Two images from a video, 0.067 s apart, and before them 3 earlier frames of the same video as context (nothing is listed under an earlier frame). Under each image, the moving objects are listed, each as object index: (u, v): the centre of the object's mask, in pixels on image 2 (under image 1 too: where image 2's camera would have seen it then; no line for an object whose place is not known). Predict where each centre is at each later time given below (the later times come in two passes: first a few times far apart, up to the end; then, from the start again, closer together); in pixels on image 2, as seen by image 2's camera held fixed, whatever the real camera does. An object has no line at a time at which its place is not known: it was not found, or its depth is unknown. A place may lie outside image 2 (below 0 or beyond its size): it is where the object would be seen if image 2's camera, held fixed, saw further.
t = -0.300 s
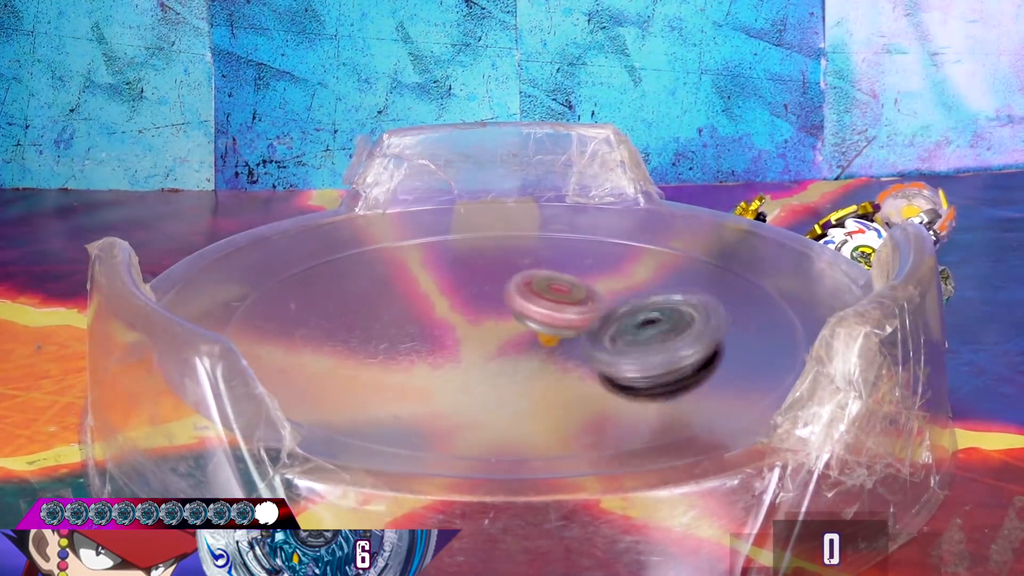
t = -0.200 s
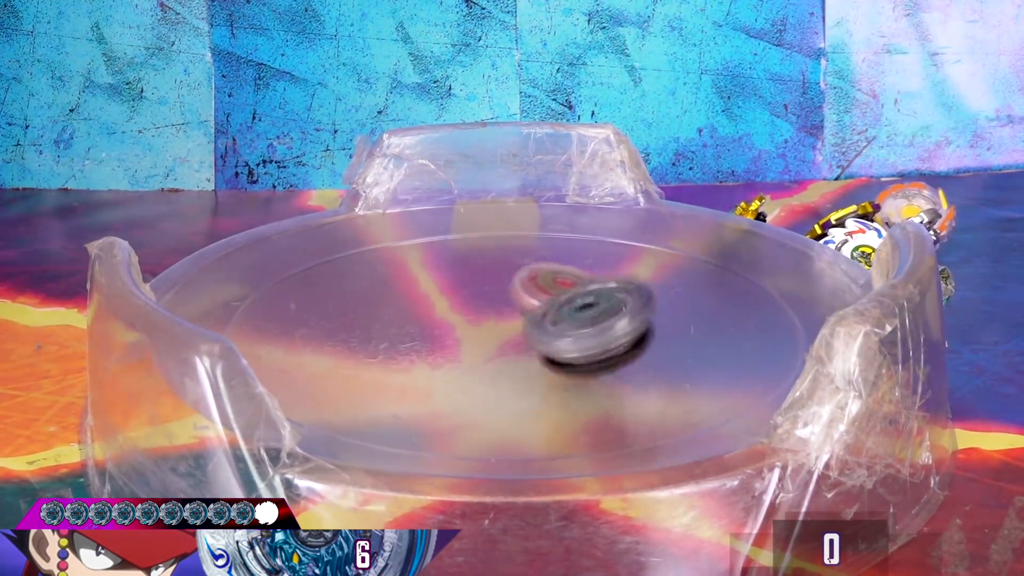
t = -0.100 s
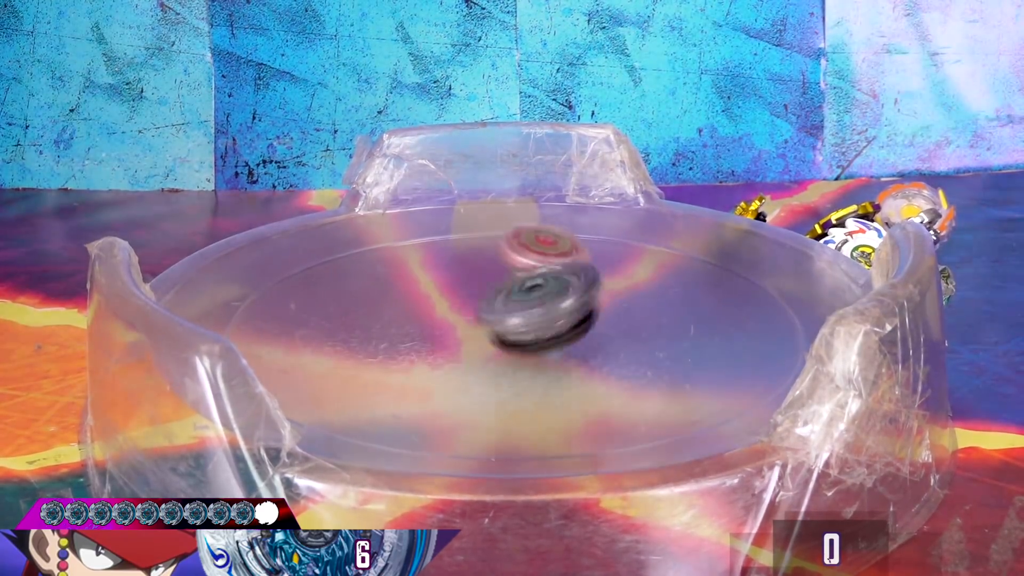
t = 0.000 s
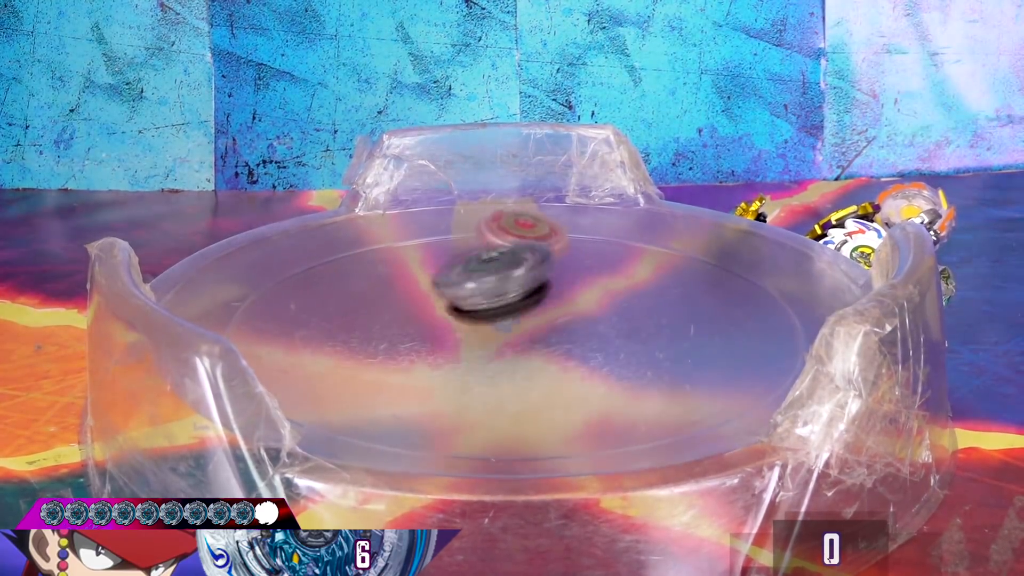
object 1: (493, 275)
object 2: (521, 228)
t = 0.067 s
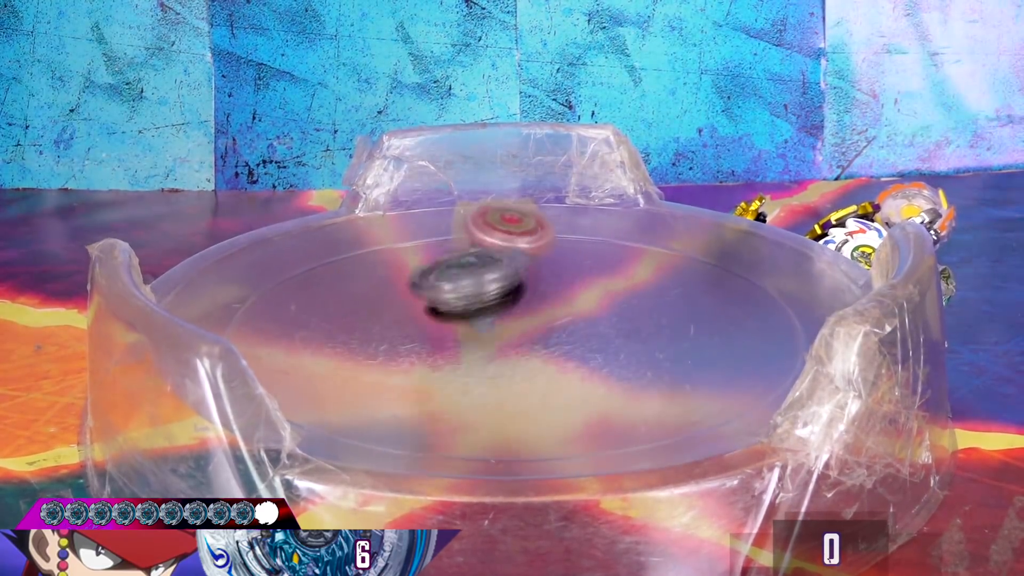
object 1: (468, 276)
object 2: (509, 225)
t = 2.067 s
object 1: (411, 299)
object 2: (565, 317)
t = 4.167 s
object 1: (565, 263)
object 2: (435, 289)
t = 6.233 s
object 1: (653, 293)
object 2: (373, 308)
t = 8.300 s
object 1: (527, 276)
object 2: (493, 339)
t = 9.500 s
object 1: (547, 268)
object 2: (428, 364)
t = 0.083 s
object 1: (466, 265)
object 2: (507, 222)
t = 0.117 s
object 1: (455, 263)
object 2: (499, 220)
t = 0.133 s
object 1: (455, 267)
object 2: (498, 221)
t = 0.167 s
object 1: (445, 266)
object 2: (495, 222)
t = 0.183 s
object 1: (444, 262)
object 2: (494, 220)
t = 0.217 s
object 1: (436, 276)
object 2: (484, 226)
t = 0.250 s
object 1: (436, 281)
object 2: (481, 228)
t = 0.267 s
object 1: (432, 285)
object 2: (478, 230)
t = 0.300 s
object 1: (436, 283)
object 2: (477, 232)
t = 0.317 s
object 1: (432, 294)
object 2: (475, 234)
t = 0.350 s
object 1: (437, 294)
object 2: (473, 237)
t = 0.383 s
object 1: (440, 306)
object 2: (473, 240)
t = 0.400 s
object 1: (446, 304)
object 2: (472, 243)
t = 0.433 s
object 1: (455, 307)
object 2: (473, 246)
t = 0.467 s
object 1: (468, 326)
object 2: (474, 251)
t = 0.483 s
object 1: (470, 325)
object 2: (475, 253)
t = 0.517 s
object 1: (487, 329)
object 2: (476, 256)
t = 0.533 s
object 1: (491, 336)
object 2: (476, 258)
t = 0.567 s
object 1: (511, 336)
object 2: (479, 263)
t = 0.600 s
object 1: (522, 339)
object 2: (481, 267)
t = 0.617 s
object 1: (534, 339)
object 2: (483, 269)
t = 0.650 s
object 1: (550, 344)
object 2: (487, 272)
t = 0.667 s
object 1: (560, 339)
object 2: (488, 274)
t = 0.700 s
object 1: (579, 340)
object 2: (493, 277)
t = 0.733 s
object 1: (589, 332)
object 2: (499, 280)
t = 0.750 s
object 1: (593, 330)
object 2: (503, 282)
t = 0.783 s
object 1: (590, 321)
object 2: (508, 284)
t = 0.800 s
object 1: (591, 319)
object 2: (510, 285)
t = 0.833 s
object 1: (580, 310)
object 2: (513, 283)
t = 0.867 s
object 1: (578, 295)
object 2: (510, 258)
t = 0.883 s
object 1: (578, 297)
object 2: (507, 246)
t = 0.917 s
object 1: (571, 312)
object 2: (496, 226)
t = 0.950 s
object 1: (574, 315)
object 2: (491, 210)
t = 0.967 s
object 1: (570, 318)
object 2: (488, 202)
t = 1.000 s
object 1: (564, 319)
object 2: (483, 191)
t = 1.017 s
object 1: (559, 321)
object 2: (480, 191)
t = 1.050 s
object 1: (543, 320)
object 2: (478, 192)
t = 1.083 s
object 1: (533, 324)
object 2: (478, 195)
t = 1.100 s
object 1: (525, 325)
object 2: (479, 198)
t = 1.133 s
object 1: (511, 322)
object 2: (479, 207)
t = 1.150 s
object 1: (506, 327)
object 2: (480, 211)
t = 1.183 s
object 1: (491, 327)
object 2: (480, 217)
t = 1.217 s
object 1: (485, 327)
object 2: (480, 225)
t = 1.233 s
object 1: (480, 330)
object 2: (481, 229)
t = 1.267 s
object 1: (473, 326)
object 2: (481, 239)
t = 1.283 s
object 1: (472, 328)
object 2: (480, 244)
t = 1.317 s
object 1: (472, 333)
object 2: (480, 255)
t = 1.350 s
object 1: (473, 330)
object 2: (482, 264)
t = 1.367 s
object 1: (477, 331)
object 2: (482, 269)
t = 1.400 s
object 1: (482, 335)
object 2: (485, 276)
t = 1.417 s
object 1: (485, 333)
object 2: (487, 280)
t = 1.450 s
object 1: (501, 333)
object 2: (492, 285)
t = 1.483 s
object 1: (512, 333)
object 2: (497, 288)
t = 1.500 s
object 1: (516, 330)
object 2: (500, 290)
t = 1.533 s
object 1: (525, 327)
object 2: (509, 290)
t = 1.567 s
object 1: (525, 329)
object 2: (520, 282)
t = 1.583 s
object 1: (525, 329)
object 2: (527, 283)
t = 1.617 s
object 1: (531, 331)
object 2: (536, 279)
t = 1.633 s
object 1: (530, 331)
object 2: (540, 276)
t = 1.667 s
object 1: (527, 326)
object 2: (547, 273)
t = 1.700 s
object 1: (528, 326)
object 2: (552, 272)
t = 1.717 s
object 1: (525, 326)
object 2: (554, 273)
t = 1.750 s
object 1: (514, 322)
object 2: (558, 275)
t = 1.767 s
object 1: (508, 317)
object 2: (560, 276)
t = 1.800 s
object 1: (498, 316)
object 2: (564, 281)
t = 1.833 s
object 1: (481, 313)
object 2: (565, 287)
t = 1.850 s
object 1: (469, 311)
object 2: (565, 291)
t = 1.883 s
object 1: (452, 304)
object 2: (561, 297)
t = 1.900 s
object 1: (446, 307)
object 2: (561, 298)
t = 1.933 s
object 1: (430, 304)
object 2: (562, 303)
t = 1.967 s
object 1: (419, 301)
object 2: (562, 306)
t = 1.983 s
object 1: (418, 297)
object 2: (563, 309)
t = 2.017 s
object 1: (414, 302)
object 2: (563, 313)
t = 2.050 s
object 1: (410, 302)
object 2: (564, 315)
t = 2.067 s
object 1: (411, 299)
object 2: (565, 317)
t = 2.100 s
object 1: (417, 304)
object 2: (566, 319)
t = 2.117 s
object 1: (421, 306)
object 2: (566, 320)
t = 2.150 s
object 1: (426, 309)
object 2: (569, 323)
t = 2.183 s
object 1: (435, 310)
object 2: (570, 326)
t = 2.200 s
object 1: (443, 313)
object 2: (570, 327)
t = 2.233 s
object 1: (453, 315)
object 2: (571, 329)
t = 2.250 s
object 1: (453, 316)
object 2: (579, 328)
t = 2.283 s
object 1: (449, 315)
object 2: (591, 328)
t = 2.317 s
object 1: (448, 312)
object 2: (595, 329)
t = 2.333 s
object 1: (449, 313)
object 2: (596, 329)
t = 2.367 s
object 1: (446, 310)
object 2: (598, 330)
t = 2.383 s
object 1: (443, 308)
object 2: (598, 330)
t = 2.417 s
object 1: (437, 304)
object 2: (597, 330)
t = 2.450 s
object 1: (434, 302)
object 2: (596, 331)
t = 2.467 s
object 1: (433, 301)
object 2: (595, 331)
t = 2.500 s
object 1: (428, 300)
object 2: (590, 332)
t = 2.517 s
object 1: (423, 301)
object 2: (587, 333)
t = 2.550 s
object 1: (416, 298)
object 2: (582, 334)
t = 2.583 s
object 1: (414, 296)
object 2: (575, 334)
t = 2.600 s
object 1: (413, 297)
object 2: (571, 335)
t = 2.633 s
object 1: (414, 298)
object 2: (565, 335)
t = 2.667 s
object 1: (415, 300)
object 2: (557, 336)
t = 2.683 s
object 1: (416, 301)
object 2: (554, 336)
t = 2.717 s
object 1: (423, 300)
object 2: (547, 337)
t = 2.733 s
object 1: (428, 300)
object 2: (543, 337)
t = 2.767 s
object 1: (442, 298)
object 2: (536, 338)
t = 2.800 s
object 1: (449, 292)
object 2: (541, 341)
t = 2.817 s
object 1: (451, 289)
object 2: (543, 344)
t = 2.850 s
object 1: (456, 278)
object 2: (543, 346)
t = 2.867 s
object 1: (457, 274)
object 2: (542, 347)
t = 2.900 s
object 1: (461, 264)
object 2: (541, 348)
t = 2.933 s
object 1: (465, 257)
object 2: (537, 348)
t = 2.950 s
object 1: (466, 257)
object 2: (536, 348)
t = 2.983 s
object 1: (468, 253)
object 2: (533, 347)
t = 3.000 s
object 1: (468, 252)
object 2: (532, 346)
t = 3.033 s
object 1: (467, 250)
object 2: (529, 345)
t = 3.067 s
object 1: (464, 250)
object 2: (526, 344)
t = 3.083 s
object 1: (461, 249)
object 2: (523, 343)
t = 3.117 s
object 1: (459, 250)
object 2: (518, 342)
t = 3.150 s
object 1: (458, 255)
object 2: (513, 341)
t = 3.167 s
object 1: (457, 259)
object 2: (510, 340)
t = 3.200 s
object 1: (457, 264)
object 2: (501, 338)
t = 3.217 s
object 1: (457, 268)
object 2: (496, 337)
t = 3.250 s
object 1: (457, 273)
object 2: (490, 335)
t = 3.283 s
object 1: (456, 273)
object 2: (486, 332)
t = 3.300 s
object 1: (458, 273)
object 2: (484, 333)
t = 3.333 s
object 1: (459, 269)
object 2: (479, 329)
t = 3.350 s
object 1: (461, 270)
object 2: (477, 334)
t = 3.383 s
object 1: (464, 268)
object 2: (475, 336)
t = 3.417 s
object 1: (468, 266)
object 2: (472, 338)
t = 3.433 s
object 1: (471, 264)
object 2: (472, 337)
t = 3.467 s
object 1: (476, 263)
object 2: (469, 335)
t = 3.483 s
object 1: (479, 262)
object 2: (466, 333)
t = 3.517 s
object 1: (485, 259)
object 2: (462, 330)
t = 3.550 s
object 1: (491, 256)
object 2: (455, 325)
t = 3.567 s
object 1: (493, 254)
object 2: (452, 323)
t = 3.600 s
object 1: (496, 251)
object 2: (448, 319)
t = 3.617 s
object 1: (496, 249)
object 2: (447, 317)
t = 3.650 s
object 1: (497, 245)
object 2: (445, 312)
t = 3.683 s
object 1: (497, 238)
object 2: (441, 308)
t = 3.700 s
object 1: (496, 237)
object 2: (440, 306)
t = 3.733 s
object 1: (491, 238)
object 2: (436, 302)
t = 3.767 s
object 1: (485, 236)
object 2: (433, 300)
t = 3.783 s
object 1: (482, 237)
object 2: (431, 298)
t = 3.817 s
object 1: (475, 240)
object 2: (427, 297)
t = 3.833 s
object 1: (475, 240)
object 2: (424, 297)
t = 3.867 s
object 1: (477, 245)
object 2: (415, 299)
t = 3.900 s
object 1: (480, 247)
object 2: (410, 300)
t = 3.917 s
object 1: (482, 248)
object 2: (408, 300)
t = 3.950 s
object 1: (487, 252)
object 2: (407, 300)
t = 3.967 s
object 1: (491, 253)
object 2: (406, 300)
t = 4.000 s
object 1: (500, 255)
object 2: (408, 299)
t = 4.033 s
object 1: (509, 257)
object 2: (412, 297)
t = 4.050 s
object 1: (515, 259)
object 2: (414, 296)
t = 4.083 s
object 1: (527, 262)
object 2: (419, 294)
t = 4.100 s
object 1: (534, 263)
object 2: (422, 293)
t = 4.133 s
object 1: (549, 264)
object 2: (429, 291)
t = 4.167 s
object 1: (565, 263)
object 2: (435, 289)
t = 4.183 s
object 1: (572, 262)
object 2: (438, 288)
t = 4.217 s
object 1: (587, 260)
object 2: (443, 285)
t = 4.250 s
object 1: (599, 257)
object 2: (449, 283)
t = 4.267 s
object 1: (603, 255)
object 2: (452, 282)
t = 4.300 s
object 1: (610, 251)
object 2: (458, 281)
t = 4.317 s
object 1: (611, 249)
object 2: (460, 280)
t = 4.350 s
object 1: (612, 246)
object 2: (467, 279)
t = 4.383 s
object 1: (607, 243)
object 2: (473, 277)
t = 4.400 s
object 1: (604, 242)
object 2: (477, 276)
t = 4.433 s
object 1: (592, 239)
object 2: (482, 275)
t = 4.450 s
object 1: (586, 240)
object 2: (485, 275)
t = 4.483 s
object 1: (586, 239)
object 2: (467, 274)
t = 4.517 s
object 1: (595, 242)
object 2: (441, 273)
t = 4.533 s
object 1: (598, 242)
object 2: (430, 273)
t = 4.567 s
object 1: (602, 245)
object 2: (413, 272)
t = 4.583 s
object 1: (603, 246)
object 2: (408, 273)
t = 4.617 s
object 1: (603, 248)
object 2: (402, 274)
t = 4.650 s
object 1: (600, 251)
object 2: (403, 276)
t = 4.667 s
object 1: (598, 253)
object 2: (406, 278)
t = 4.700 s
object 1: (595, 256)
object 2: (413, 281)
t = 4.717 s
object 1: (594, 257)
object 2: (417, 283)
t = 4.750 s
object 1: (592, 261)
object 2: (426, 288)
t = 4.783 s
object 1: (591, 267)
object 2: (435, 292)
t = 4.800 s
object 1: (591, 270)
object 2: (440, 295)
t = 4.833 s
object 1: (592, 276)
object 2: (451, 299)
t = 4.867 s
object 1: (596, 283)
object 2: (462, 304)
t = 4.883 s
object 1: (598, 284)
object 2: (467, 306)
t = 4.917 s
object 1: (603, 292)
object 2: (477, 308)
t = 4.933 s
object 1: (607, 295)
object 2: (482, 310)
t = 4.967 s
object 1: (616, 299)
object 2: (490, 311)
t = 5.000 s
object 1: (624, 301)
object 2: (497, 312)
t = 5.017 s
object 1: (628, 301)
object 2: (501, 312)
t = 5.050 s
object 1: (633, 302)
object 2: (509, 313)
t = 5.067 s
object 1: (635, 300)
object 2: (513, 313)
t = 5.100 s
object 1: (640, 300)
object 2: (520, 314)
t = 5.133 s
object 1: (644, 299)
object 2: (528, 314)
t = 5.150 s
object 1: (645, 298)
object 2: (531, 314)
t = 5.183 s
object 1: (655, 299)
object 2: (521, 311)
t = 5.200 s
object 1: (660, 294)
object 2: (517, 310)
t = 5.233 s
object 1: (665, 289)
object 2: (510, 308)
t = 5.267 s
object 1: (662, 285)
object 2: (507, 308)
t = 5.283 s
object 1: (659, 284)
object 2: (507, 308)
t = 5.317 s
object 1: (651, 283)
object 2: (510, 309)
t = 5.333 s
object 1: (644, 284)
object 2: (514, 309)
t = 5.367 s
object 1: (633, 283)
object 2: (517, 310)
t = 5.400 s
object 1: (645, 280)
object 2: (474, 310)
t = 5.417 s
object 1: (651, 280)
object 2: (453, 308)
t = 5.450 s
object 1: (653, 278)
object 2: (415, 304)
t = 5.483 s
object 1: (654, 281)
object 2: (387, 301)
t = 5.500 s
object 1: (653, 281)
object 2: (375, 300)
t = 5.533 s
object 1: (649, 283)
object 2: (360, 298)
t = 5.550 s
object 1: (646, 284)
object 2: (355, 298)
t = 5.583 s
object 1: (633, 285)
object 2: (352, 299)
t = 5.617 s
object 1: (617, 288)
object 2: (353, 303)
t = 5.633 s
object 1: (608, 290)
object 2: (353, 305)
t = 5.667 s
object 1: (594, 295)
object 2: (358, 308)
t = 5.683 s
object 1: (588, 296)
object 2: (361, 310)
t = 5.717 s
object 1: (576, 298)
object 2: (365, 313)
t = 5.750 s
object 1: (555, 299)
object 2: (370, 315)
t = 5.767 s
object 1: (546, 303)
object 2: (373, 317)
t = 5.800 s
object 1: (528, 311)
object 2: (379, 319)
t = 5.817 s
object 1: (522, 314)
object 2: (383, 320)
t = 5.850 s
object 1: (521, 319)
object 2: (373, 316)
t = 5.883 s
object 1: (533, 326)
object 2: (339, 308)
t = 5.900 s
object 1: (541, 328)
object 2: (326, 303)
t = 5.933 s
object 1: (560, 335)
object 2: (309, 295)
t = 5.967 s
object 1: (587, 336)
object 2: (302, 290)
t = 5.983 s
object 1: (595, 333)
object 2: (299, 289)
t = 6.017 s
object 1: (609, 332)
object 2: (301, 289)
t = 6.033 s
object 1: (620, 334)
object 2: (304, 289)
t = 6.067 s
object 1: (639, 330)
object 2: (308, 290)
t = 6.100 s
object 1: (651, 320)
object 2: (319, 294)
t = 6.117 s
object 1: (655, 319)
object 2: (325, 296)
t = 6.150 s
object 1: (663, 313)
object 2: (337, 299)
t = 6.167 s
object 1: (665, 310)
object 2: (343, 301)
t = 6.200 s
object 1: (661, 297)
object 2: (359, 306)
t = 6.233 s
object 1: (653, 293)
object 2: (373, 308)
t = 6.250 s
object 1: (647, 292)
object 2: (382, 310)
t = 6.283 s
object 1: (636, 287)
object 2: (396, 312)
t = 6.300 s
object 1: (627, 282)
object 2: (401, 312)
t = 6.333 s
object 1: (601, 280)
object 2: (415, 313)
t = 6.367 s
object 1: (573, 280)
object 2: (426, 313)
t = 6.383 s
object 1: (560, 279)
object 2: (430, 312)
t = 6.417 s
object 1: (528, 273)
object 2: (426, 315)
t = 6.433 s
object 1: (521, 273)
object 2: (408, 309)
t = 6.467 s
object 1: (518, 270)
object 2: (369, 308)
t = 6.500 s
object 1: (507, 268)
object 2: (345, 305)
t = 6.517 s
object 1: (499, 270)
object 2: (336, 302)
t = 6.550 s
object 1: (492, 275)
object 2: (328, 301)
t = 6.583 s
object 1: (483, 272)
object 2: (328, 299)
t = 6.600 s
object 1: (473, 277)
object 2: (329, 300)
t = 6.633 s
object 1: (463, 283)
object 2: (337, 300)
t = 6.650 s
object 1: (460, 287)
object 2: (341, 300)
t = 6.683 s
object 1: (467, 288)
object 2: (318, 291)
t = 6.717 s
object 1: (488, 303)
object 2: (293, 286)
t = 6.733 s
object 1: (501, 307)
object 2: (284, 285)
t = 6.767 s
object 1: (518, 308)
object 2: (276, 281)
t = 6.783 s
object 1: (530, 312)
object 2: (276, 281)
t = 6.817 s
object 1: (558, 310)
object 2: (282, 281)
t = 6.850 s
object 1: (578, 305)
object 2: (291, 283)
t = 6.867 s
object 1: (589, 308)
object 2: (296, 285)
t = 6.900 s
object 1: (616, 296)
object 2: (309, 289)
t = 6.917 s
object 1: (620, 292)
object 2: (316, 291)
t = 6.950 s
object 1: (635, 287)
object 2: (331, 296)
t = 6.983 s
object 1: (637, 273)
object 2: (346, 300)
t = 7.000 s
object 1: (637, 273)
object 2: (354, 303)
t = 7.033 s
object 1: (634, 264)
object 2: (372, 308)
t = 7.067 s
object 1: (617, 258)
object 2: (389, 313)
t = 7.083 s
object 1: (610, 257)
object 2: (397, 315)
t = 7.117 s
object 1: (594, 253)
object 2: (414, 317)
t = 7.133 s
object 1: (582, 253)
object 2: (422, 319)
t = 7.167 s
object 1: (565, 255)
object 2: (437, 321)
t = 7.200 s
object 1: (543, 256)
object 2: (450, 324)
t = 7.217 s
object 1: (534, 260)
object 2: (458, 325)
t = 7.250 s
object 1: (521, 261)
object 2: (470, 328)
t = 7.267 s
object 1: (514, 258)
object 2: (466, 332)
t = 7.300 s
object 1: (509, 259)
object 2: (453, 345)
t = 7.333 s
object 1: (503, 253)
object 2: (446, 354)
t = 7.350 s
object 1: (500, 255)
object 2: (445, 358)
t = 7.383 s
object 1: (499, 256)
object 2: (447, 363)
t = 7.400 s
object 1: (494, 255)
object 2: (449, 364)
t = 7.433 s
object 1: (490, 262)
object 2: (456, 366)
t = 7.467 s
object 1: (487, 262)
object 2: (463, 365)
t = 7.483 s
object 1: (484, 267)
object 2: (468, 366)
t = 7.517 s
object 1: (487, 273)
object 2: (474, 366)
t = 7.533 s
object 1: (483, 272)
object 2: (478, 365)
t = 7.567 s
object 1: (485, 283)
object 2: (483, 366)
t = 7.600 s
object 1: (487, 285)
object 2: (490, 365)
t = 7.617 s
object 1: (488, 291)
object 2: (491, 364)
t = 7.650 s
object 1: (496, 293)
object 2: (497, 362)
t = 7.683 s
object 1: (498, 298)
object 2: (500, 361)
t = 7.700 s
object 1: (501, 299)
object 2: (502, 360)
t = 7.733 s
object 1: (506, 298)
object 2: (504, 357)
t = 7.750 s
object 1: (510, 298)
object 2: (504, 358)
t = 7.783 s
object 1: (522, 294)
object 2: (504, 361)
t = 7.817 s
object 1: (528, 294)
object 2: (505, 360)
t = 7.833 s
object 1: (536, 292)
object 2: (506, 360)
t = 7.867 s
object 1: (537, 289)
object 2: (508, 359)
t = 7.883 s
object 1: (541, 289)
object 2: (509, 359)
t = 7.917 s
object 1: (544, 284)
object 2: (513, 358)
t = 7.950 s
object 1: (550, 288)
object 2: (514, 356)
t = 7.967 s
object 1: (547, 282)
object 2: (515, 354)
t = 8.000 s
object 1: (546, 285)
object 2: (517, 352)
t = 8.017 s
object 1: (549, 283)
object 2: (518, 351)
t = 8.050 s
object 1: (544, 283)
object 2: (519, 348)
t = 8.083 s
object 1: (544, 281)
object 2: (519, 346)
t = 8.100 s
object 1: (541, 281)
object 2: (519, 344)
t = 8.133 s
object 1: (540, 283)
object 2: (517, 341)
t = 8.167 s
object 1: (533, 283)
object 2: (514, 342)
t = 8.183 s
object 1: (535, 281)
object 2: (508, 343)
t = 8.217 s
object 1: (531, 276)
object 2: (501, 342)
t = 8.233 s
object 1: (529, 278)
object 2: (497, 342)
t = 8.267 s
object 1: (529, 273)
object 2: (493, 339)
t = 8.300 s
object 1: (527, 276)
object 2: (493, 339)
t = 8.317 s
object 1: (523, 273)
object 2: (490, 337)
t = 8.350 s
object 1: (519, 277)
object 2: (489, 335)
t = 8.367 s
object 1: (520, 273)
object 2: (483, 334)
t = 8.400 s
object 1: (523, 268)
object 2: (448, 350)
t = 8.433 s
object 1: (530, 258)
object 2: (413, 355)
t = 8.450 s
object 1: (531, 258)
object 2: (399, 360)
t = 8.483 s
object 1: (538, 254)
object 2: (371, 361)
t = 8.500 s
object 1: (539, 255)
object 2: (362, 361)
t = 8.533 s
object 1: (545, 257)
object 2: (348, 361)
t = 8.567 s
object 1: (546, 263)
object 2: (343, 361)
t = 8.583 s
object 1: (548, 263)
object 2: (343, 360)
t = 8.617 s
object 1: (545, 270)
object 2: (344, 359)
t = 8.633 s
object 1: (547, 272)
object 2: (346, 359)
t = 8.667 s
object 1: (540, 278)
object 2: (353, 357)
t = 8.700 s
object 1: (536, 282)
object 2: (357, 356)
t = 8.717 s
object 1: (532, 288)
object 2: (361, 355)
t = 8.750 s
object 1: (529, 289)
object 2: (367, 354)
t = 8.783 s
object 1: (525, 296)
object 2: (377, 352)
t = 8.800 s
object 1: (523, 295)
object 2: (382, 352)
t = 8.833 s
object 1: (519, 301)
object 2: (392, 350)
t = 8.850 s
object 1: (518, 299)
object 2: (397, 350)
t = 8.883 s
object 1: (513, 303)
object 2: (409, 348)
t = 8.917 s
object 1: (509, 302)
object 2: (421, 346)
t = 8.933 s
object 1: (512, 301)
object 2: (423, 346)
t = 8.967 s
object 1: (515, 298)
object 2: (426, 345)
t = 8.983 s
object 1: (526, 295)
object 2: (415, 345)
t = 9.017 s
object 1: (541, 289)
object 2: (399, 347)
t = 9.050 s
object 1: (555, 282)
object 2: (391, 343)
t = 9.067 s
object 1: (558, 283)
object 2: (389, 342)
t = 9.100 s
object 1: (568, 276)
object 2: (394, 341)
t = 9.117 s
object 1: (569, 276)
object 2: (400, 342)
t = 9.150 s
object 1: (573, 272)
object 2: (409, 341)
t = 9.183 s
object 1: (574, 275)
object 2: (418, 342)
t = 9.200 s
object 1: (571, 270)
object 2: (422, 342)
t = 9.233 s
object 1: (571, 273)
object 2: (432, 342)
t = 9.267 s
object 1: (562, 272)
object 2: (442, 342)
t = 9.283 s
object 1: (565, 275)
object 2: (447, 343)
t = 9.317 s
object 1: (552, 273)
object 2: (456, 343)
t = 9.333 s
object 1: (554, 276)
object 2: (460, 343)
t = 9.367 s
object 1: (543, 276)
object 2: (470, 342)
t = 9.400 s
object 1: (537, 276)
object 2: (478, 343)
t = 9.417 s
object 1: (536, 278)
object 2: (478, 345)
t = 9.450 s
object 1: (540, 273)
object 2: (453, 354)
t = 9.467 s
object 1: (545, 273)
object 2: (444, 357)
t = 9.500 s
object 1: (547, 268)
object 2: (428, 364)
